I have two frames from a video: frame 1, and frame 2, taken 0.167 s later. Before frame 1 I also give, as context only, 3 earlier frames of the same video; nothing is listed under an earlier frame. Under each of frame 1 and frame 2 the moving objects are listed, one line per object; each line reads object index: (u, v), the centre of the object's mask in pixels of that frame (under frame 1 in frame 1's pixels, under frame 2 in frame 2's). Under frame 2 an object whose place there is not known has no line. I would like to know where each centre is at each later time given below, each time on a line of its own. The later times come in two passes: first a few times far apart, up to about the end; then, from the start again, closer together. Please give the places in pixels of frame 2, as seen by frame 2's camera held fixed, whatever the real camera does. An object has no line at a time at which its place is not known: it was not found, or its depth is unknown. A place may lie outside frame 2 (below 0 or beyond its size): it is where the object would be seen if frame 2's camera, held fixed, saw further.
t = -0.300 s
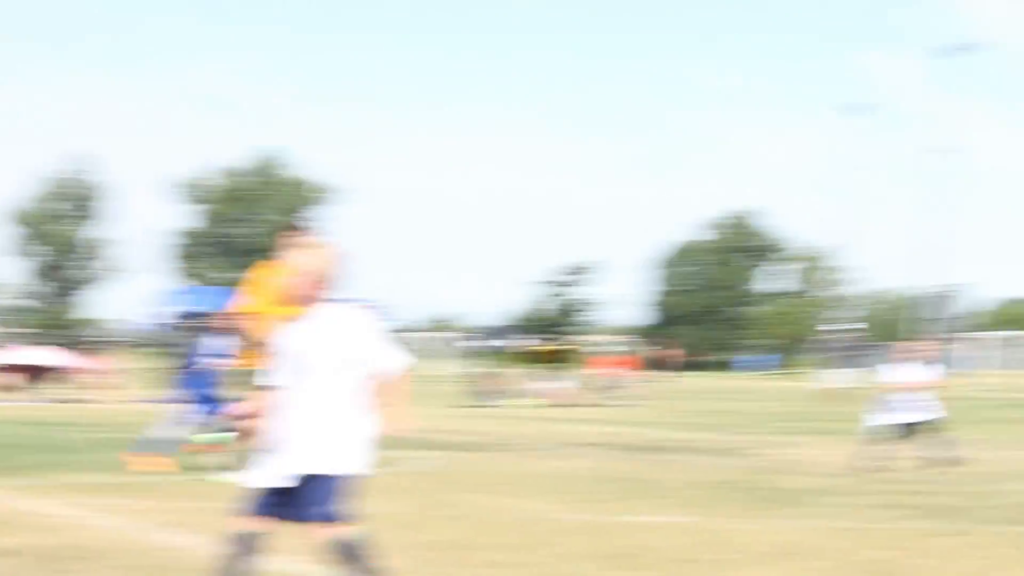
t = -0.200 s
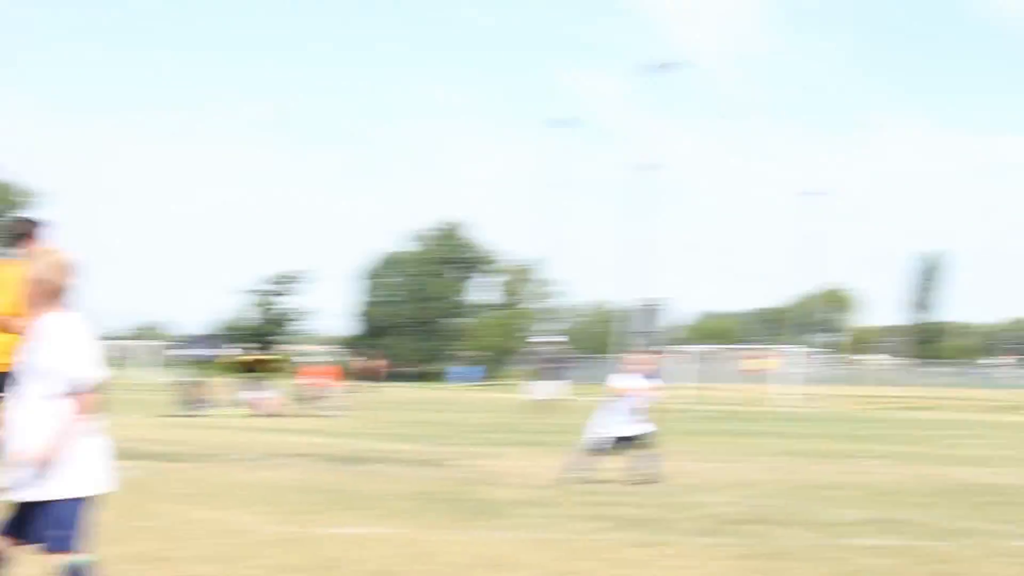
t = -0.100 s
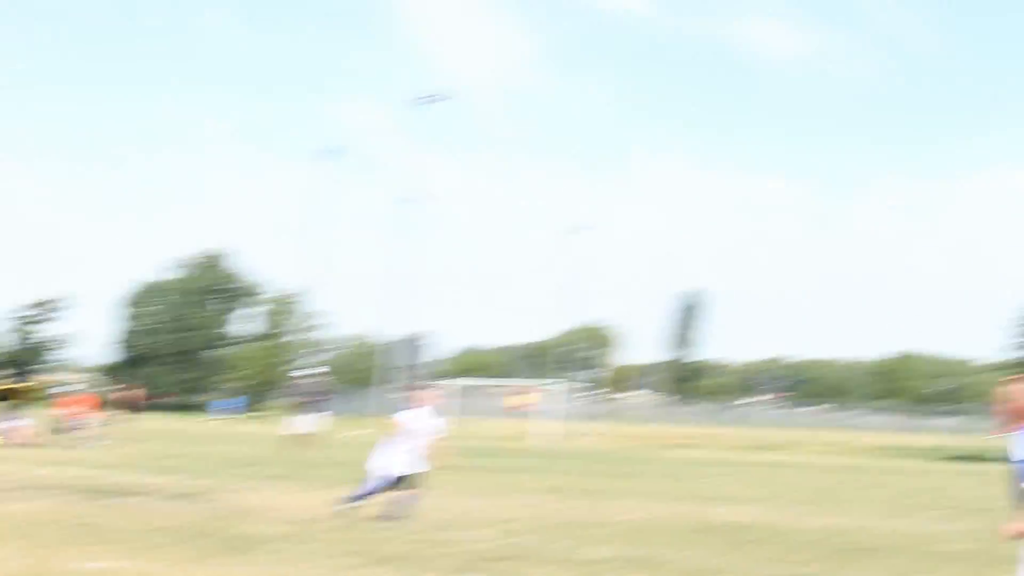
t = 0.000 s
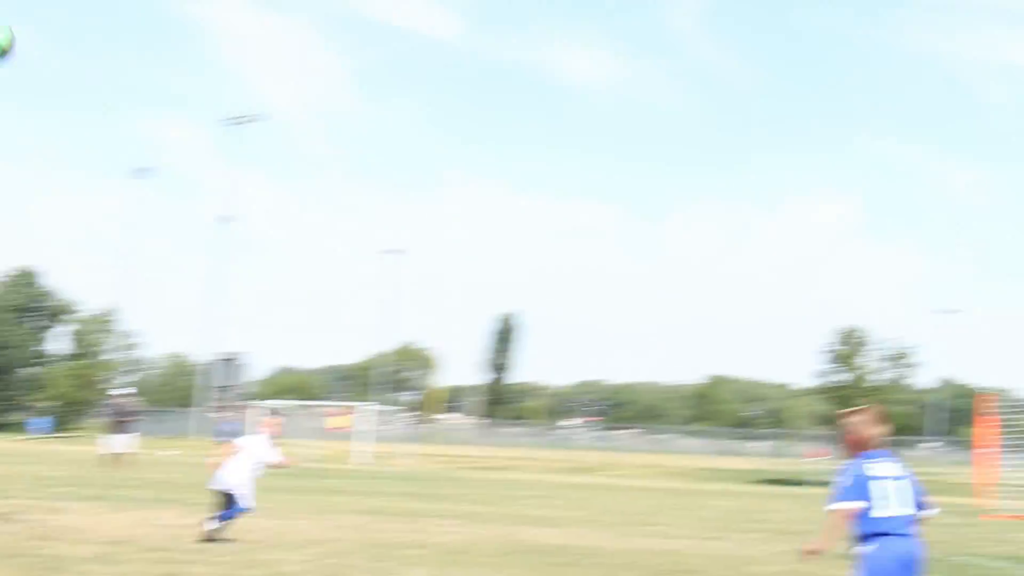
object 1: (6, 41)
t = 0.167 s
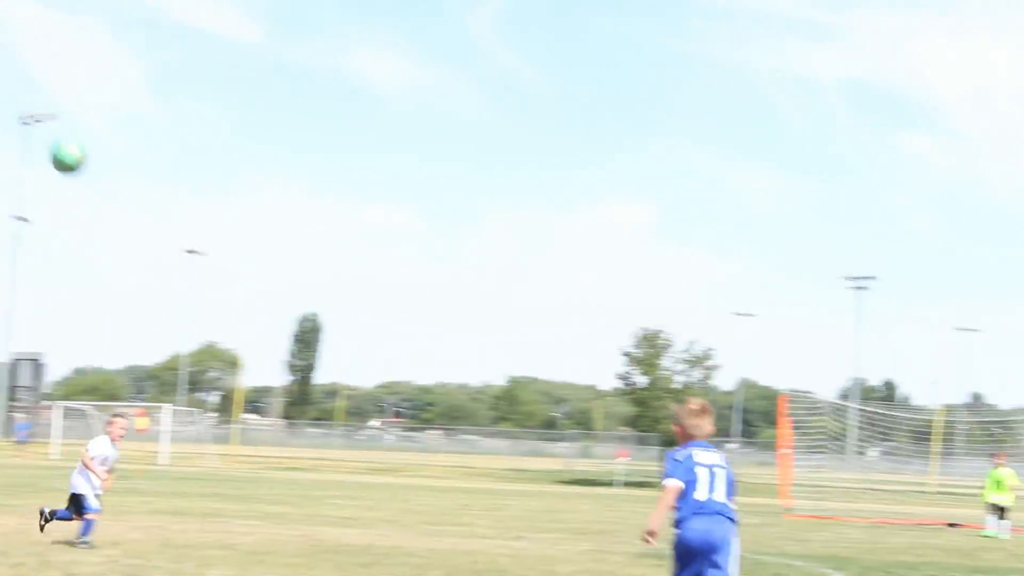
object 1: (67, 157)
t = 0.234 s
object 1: (156, 211)
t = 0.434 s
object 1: (350, 374)
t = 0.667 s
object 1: (497, 561)
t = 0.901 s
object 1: (566, 452)
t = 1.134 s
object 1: (616, 426)
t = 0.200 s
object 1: (113, 183)
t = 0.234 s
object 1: (156, 211)
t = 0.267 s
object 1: (190, 240)
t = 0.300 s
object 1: (227, 264)
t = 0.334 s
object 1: (260, 290)
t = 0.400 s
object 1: (320, 344)
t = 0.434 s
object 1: (350, 374)
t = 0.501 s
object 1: (400, 428)
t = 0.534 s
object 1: (423, 456)
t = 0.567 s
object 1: (442, 484)
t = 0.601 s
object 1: (462, 514)
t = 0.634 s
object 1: (481, 543)
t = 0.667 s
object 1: (497, 561)
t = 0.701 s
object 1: (508, 542)
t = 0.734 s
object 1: (519, 521)
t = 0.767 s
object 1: (529, 504)
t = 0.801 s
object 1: (538, 488)
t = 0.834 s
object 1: (548, 476)
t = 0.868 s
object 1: (556, 463)
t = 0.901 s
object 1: (566, 452)
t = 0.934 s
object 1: (573, 445)
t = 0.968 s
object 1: (580, 438)
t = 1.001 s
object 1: (588, 433)
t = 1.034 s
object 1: (595, 429)
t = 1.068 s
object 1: (602, 427)
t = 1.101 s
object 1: (609, 425)
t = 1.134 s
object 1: (616, 426)
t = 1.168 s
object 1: (623, 427)
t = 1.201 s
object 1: (629, 431)
